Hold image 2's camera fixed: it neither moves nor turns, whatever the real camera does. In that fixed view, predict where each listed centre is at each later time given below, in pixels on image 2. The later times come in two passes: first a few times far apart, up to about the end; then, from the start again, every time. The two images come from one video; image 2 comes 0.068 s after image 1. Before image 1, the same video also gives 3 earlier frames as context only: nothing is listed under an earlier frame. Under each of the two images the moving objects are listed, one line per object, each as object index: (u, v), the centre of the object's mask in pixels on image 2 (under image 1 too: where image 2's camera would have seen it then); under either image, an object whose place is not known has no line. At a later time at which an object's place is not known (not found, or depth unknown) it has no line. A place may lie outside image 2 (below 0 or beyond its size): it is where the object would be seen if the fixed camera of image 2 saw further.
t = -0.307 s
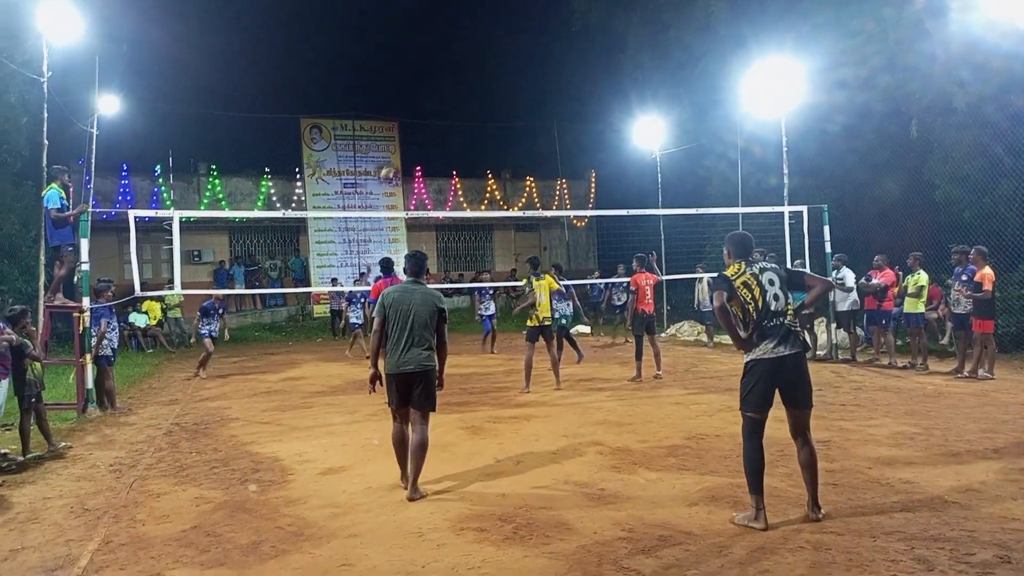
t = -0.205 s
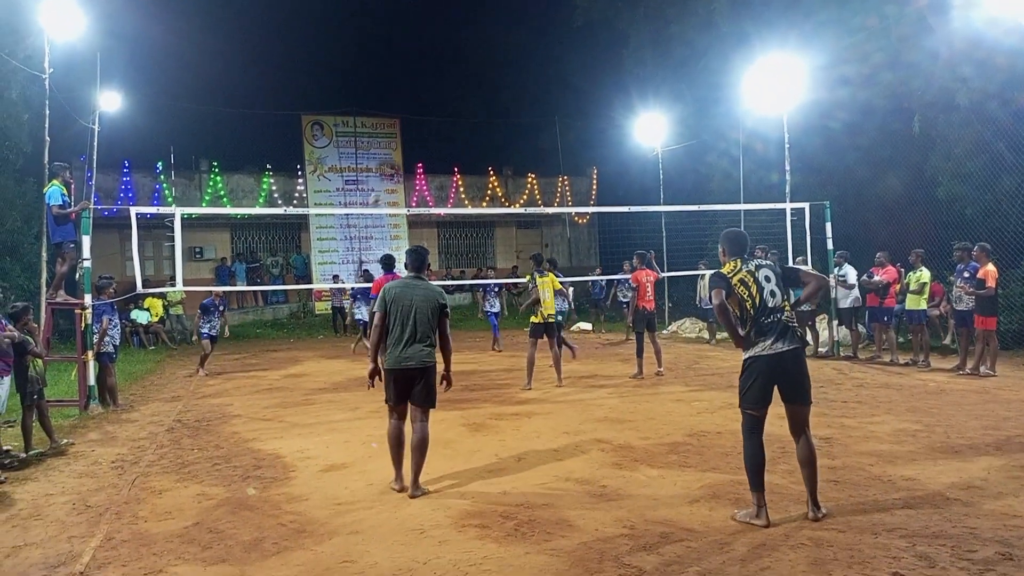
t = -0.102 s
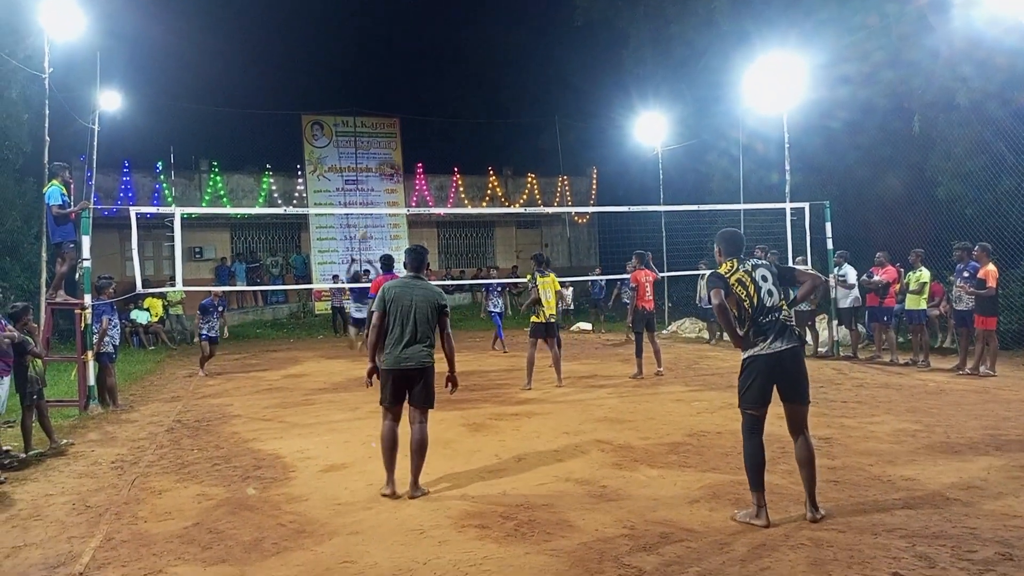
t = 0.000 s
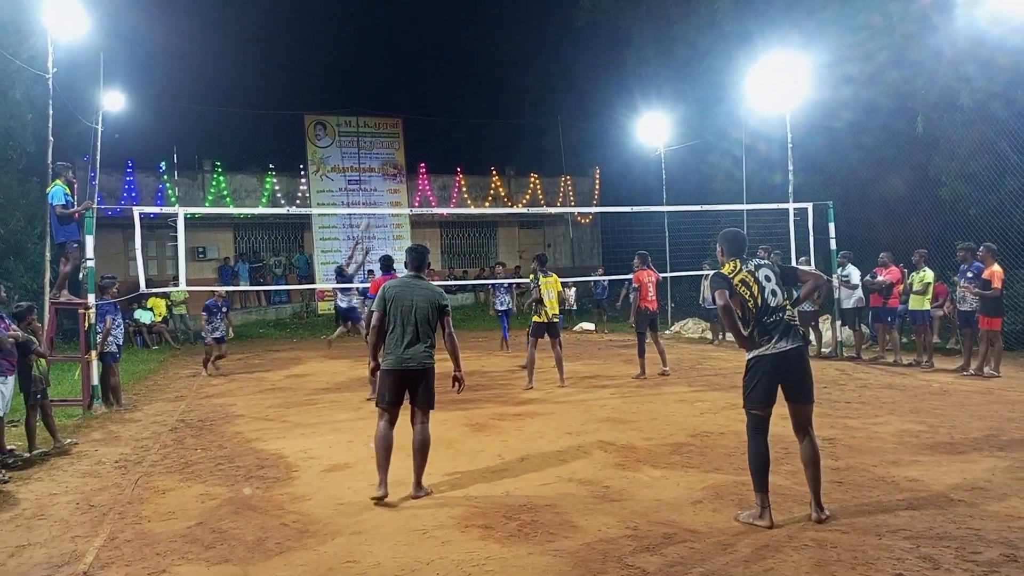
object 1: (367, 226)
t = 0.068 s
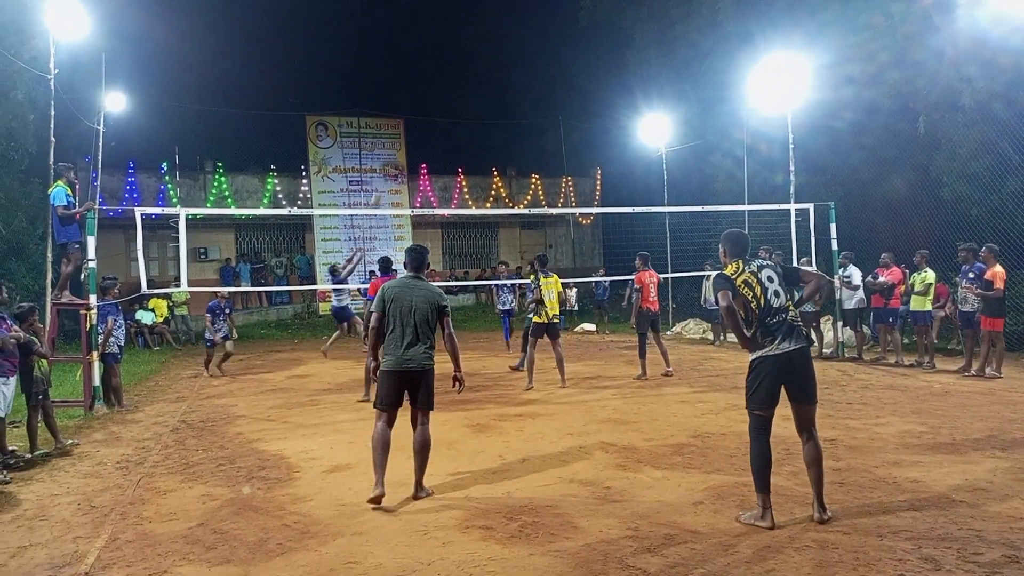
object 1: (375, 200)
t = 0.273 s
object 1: (406, 134)
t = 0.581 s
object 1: (450, 78)
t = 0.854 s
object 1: (492, 72)
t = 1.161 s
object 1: (540, 117)
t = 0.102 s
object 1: (380, 187)
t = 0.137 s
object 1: (387, 174)
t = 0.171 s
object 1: (392, 164)
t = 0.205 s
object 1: (396, 154)
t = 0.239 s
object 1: (401, 143)
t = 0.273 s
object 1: (406, 134)
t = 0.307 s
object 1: (410, 126)
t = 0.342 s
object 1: (415, 117)
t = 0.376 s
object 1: (420, 109)
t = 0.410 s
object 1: (425, 103)
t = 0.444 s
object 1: (430, 96)
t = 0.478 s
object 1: (435, 91)
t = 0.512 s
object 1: (440, 85)
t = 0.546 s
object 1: (445, 81)
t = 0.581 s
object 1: (450, 78)
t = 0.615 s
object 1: (455, 74)
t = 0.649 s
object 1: (460, 72)
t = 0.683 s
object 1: (465, 70)
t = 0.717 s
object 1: (470, 69)
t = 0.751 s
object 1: (476, 69)
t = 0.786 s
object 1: (481, 69)
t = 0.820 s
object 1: (487, 70)
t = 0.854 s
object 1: (492, 72)
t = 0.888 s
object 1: (497, 74)
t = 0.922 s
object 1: (503, 77)
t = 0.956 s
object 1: (508, 81)
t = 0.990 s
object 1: (513, 85)
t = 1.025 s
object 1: (519, 90)
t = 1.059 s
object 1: (524, 96)
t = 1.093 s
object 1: (529, 102)
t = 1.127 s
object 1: (535, 110)
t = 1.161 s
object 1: (540, 117)
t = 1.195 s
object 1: (546, 126)
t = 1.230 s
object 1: (551, 135)
